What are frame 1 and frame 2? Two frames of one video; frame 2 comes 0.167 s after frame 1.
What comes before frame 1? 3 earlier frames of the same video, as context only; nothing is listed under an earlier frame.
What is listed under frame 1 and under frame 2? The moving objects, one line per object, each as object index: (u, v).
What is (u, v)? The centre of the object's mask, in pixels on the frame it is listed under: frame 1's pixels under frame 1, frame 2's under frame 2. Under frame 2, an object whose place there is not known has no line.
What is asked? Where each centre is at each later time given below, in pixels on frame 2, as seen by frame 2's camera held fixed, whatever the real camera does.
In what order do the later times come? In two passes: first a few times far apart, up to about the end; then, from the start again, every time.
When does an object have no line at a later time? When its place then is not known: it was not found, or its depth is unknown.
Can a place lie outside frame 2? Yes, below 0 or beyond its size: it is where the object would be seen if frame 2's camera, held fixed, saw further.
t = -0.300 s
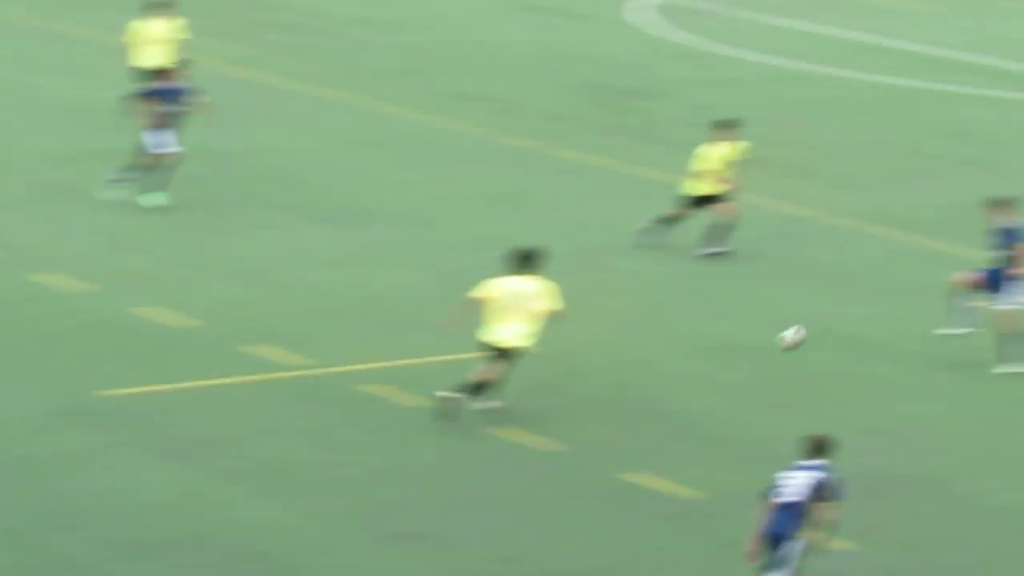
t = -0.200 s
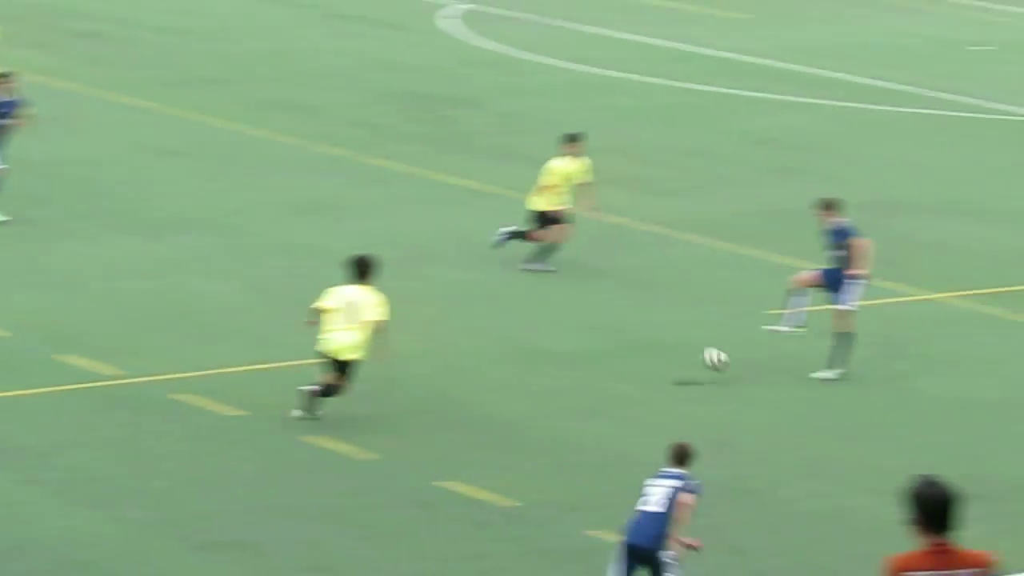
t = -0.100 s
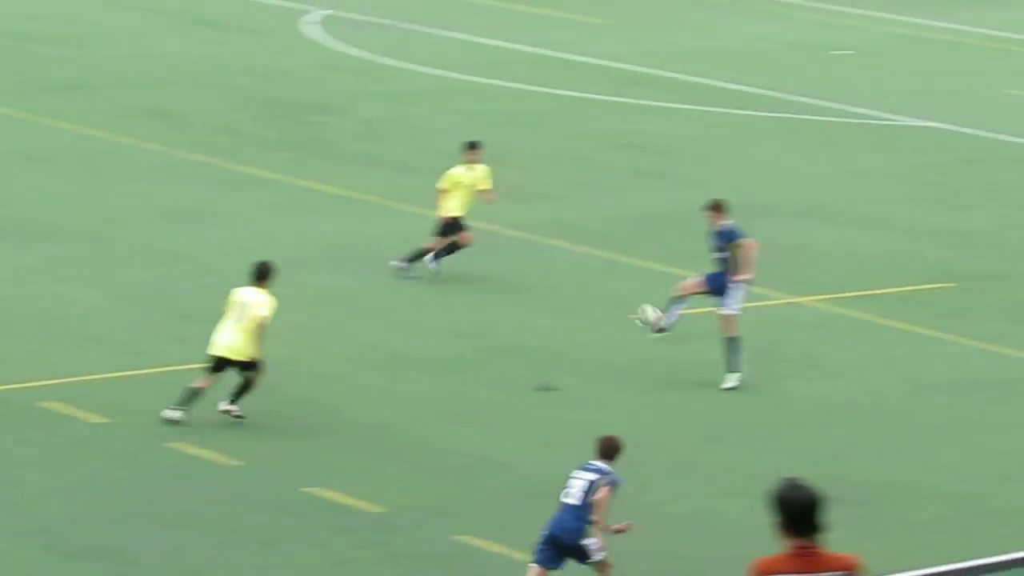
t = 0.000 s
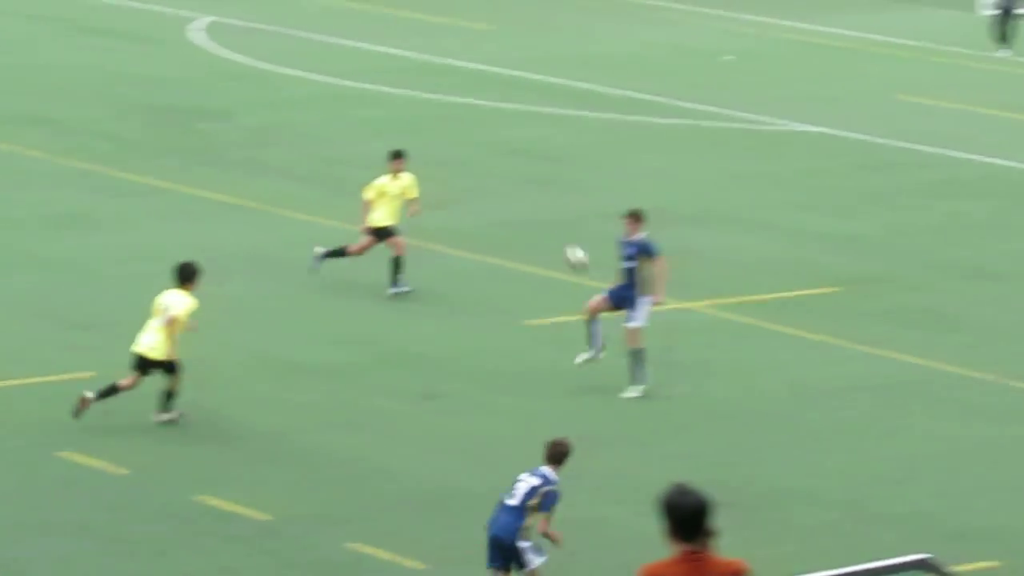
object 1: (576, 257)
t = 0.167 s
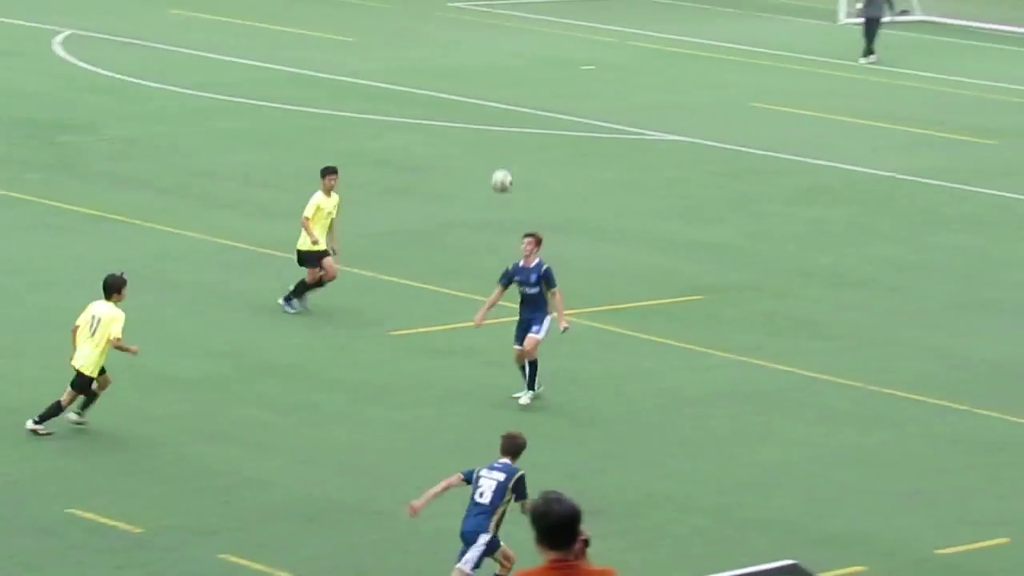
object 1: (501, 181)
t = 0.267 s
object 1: (536, 141)
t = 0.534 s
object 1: (630, 79)
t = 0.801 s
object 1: (722, 88)
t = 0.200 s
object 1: (513, 166)
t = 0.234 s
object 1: (524, 153)
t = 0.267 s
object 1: (536, 141)
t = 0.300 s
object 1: (548, 129)
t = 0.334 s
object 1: (560, 119)
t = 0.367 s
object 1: (572, 109)
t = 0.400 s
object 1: (584, 102)
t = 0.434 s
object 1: (596, 94)
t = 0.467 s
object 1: (607, 88)
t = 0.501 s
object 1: (619, 83)
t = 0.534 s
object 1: (630, 79)
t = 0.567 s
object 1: (642, 76)
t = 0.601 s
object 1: (654, 75)
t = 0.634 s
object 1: (666, 74)
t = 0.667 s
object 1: (677, 75)
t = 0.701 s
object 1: (689, 76)
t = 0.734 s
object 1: (701, 79)
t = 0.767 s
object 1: (711, 83)
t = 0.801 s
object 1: (722, 88)
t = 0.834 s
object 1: (734, 94)
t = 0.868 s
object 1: (745, 102)
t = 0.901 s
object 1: (756, 109)
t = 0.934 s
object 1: (766, 119)
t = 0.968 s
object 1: (778, 130)
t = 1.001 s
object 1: (789, 141)
